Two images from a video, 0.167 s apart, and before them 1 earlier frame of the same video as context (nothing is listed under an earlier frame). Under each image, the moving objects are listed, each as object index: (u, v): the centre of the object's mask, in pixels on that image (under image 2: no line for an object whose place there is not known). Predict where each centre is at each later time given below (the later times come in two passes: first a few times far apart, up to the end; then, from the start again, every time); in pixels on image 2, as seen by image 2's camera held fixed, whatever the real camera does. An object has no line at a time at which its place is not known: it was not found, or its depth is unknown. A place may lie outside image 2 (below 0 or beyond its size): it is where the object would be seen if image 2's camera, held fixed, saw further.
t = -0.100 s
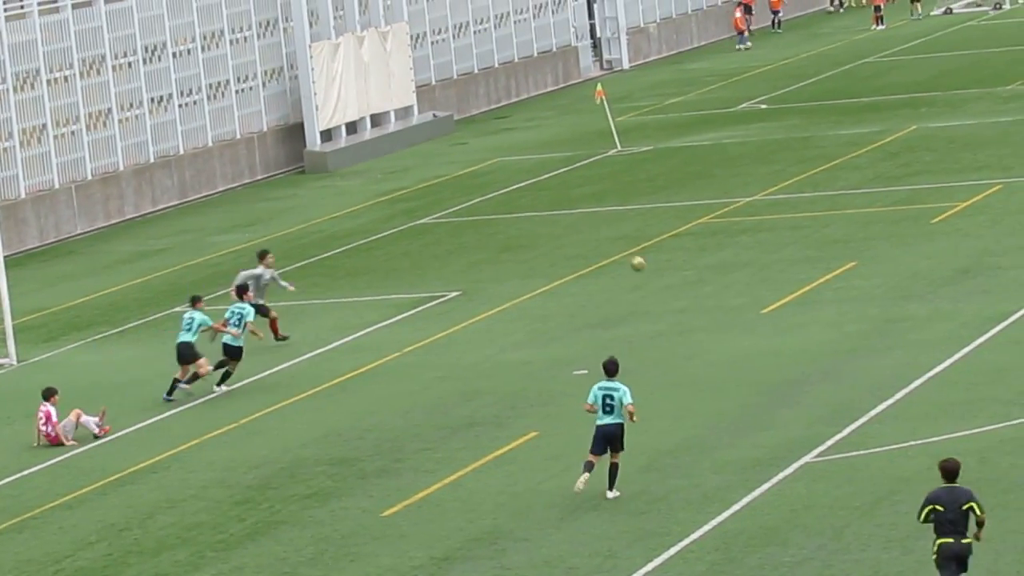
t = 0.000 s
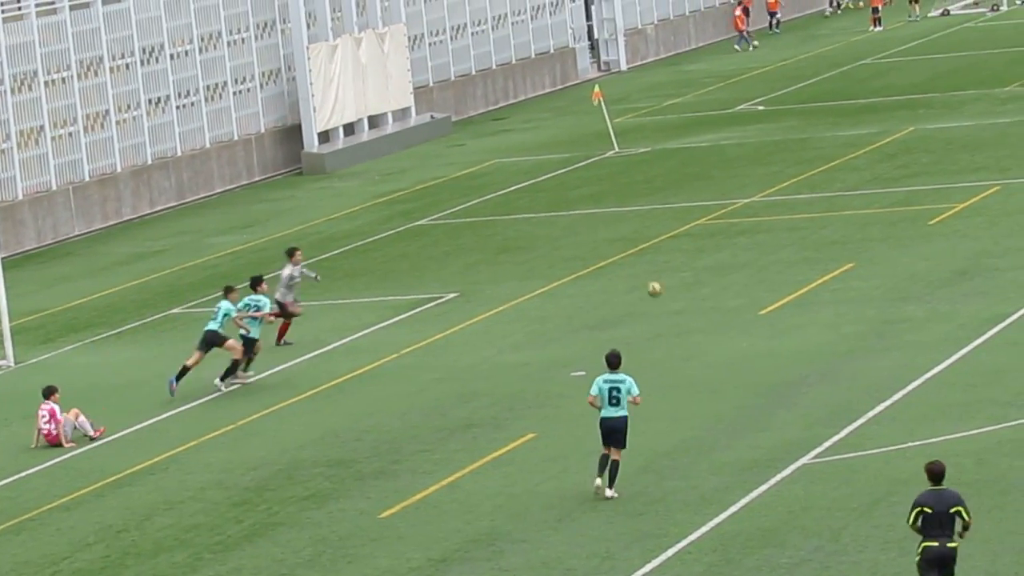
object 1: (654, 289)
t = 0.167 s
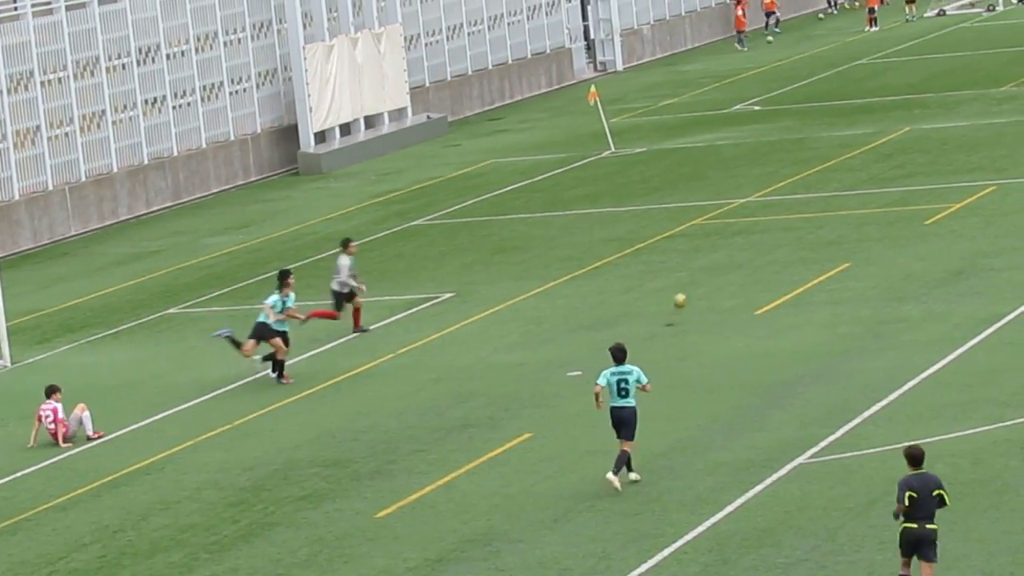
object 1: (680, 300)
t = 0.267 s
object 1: (695, 279)
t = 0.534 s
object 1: (736, 253)
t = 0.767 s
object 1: (774, 268)
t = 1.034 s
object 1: (817, 267)
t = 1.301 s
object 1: (858, 257)
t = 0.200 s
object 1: (684, 292)
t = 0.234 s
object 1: (690, 285)
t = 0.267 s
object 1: (695, 279)
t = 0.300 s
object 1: (700, 273)
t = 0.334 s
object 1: (705, 267)
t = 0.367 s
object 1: (709, 263)
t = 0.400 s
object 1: (715, 260)
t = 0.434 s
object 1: (720, 257)
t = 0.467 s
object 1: (726, 255)
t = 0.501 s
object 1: (731, 254)
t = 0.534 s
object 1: (736, 253)
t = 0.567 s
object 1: (742, 253)
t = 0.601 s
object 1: (747, 254)
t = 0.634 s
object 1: (752, 255)
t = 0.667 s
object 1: (758, 257)
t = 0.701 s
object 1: (764, 260)
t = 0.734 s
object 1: (769, 264)
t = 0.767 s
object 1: (774, 268)
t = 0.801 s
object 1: (781, 273)
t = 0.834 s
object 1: (787, 279)
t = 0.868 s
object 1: (793, 285)
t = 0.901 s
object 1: (798, 290)
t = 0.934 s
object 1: (803, 283)
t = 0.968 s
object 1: (808, 277)
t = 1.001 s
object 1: (812, 272)
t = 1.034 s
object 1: (817, 267)
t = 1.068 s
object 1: (822, 264)
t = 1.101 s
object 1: (827, 261)
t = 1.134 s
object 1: (831, 258)
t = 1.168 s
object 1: (836, 257)
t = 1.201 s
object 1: (841, 256)
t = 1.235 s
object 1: (847, 256)
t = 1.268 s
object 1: (852, 256)
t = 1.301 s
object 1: (858, 257)
